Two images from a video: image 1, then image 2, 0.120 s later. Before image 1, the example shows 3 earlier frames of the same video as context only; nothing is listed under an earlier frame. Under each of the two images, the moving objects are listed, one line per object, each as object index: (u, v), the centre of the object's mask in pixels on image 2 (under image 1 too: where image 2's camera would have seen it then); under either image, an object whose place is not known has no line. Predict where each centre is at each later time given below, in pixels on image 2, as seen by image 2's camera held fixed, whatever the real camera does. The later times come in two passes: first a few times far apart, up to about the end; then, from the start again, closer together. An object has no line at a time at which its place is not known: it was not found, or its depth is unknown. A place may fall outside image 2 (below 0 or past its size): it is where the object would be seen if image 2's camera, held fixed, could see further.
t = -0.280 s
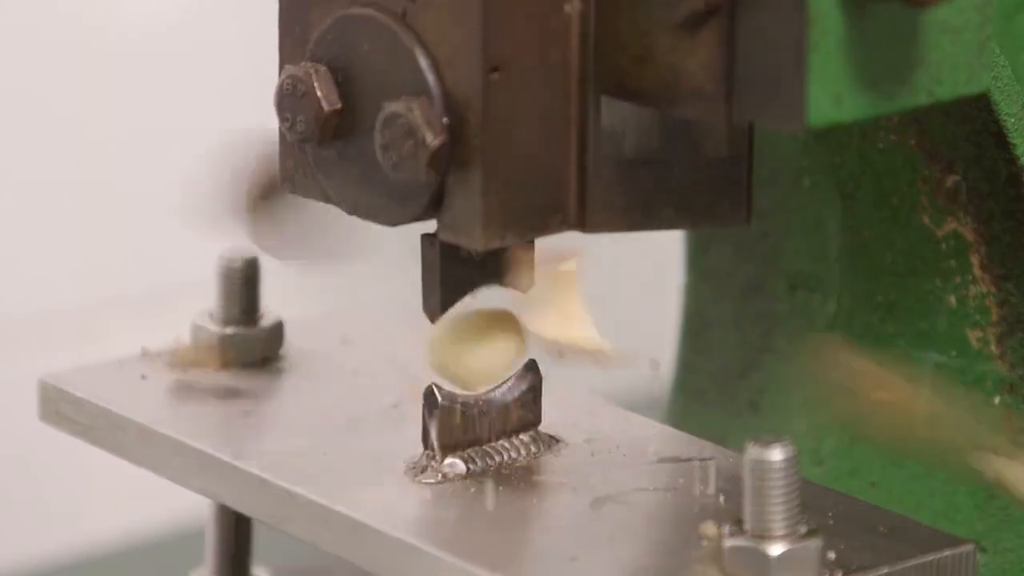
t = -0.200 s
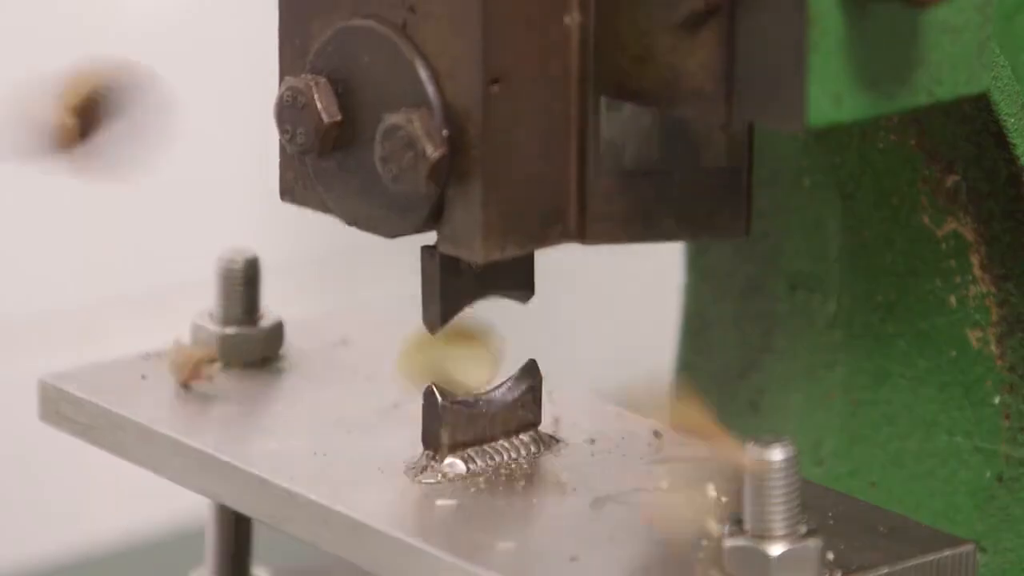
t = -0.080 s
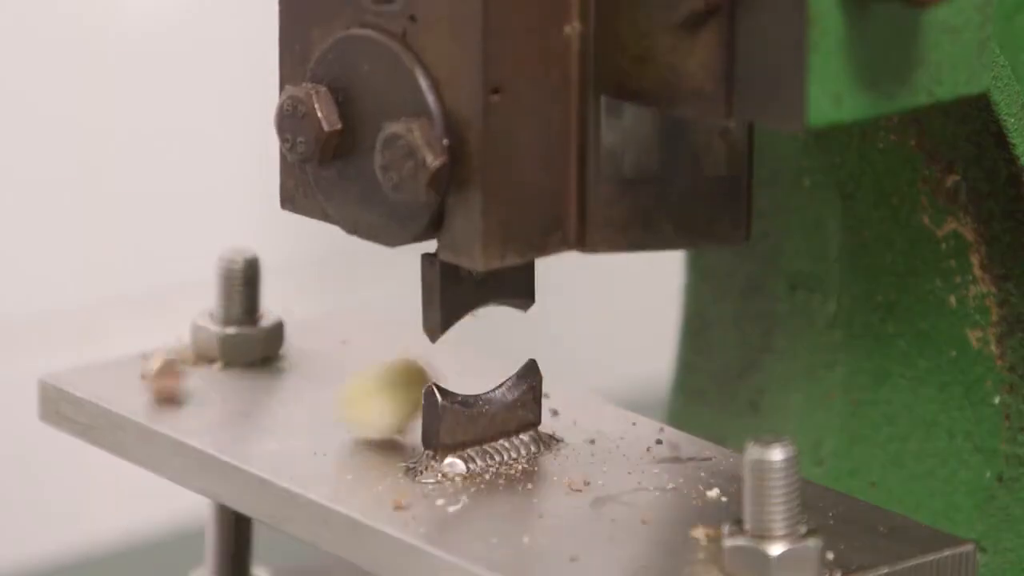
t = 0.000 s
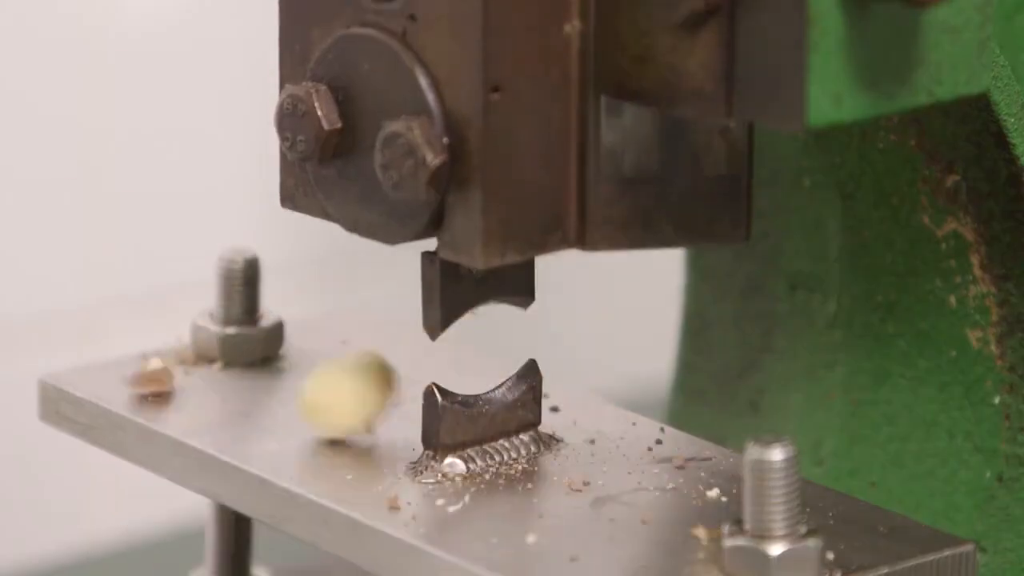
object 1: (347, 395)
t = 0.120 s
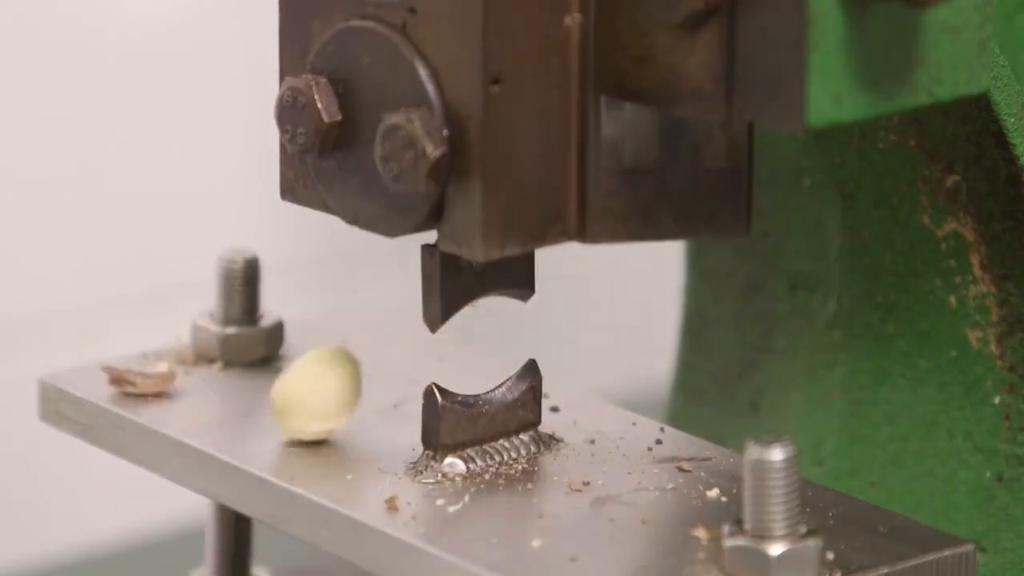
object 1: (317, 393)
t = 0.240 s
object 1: (301, 395)
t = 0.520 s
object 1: (285, 426)
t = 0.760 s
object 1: (299, 431)
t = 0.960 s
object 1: (291, 432)
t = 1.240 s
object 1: (298, 431)
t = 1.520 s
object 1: (297, 431)
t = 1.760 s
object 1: (295, 431)
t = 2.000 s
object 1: (294, 431)
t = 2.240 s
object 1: (294, 431)
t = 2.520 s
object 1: (294, 431)
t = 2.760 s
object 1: (294, 431)
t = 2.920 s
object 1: (294, 432)
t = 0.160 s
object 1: (309, 393)
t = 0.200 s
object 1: (304, 393)
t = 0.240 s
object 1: (301, 395)
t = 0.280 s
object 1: (300, 398)
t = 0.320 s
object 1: (298, 403)
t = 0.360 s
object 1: (295, 410)
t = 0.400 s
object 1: (290, 416)
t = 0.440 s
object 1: (290, 421)
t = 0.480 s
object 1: (287, 424)
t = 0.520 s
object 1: (285, 426)
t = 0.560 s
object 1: (284, 429)
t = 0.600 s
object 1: (286, 431)
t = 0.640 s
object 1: (288, 433)
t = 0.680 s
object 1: (291, 432)
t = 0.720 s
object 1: (295, 432)
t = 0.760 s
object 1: (299, 431)
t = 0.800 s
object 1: (302, 430)
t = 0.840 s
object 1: (301, 430)
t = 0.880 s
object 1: (297, 431)
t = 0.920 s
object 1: (293, 432)
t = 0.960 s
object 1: (291, 432)
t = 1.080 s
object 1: (294, 432)
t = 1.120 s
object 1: (297, 431)
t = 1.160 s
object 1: (299, 431)
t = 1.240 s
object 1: (298, 431)
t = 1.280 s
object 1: (295, 431)
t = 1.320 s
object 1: (293, 432)
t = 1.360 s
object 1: (292, 432)
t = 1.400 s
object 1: (293, 432)
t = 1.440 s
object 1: (295, 431)
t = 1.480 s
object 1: (296, 431)
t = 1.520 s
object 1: (297, 431)
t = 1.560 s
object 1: (296, 431)
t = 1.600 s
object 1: (295, 431)
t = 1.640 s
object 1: (293, 432)
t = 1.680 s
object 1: (292, 432)
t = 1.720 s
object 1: (293, 432)
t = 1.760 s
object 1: (295, 431)
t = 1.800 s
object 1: (295, 431)
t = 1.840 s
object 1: (295, 431)
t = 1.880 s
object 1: (294, 431)
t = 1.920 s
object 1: (293, 432)
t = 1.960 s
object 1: (293, 432)
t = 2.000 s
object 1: (294, 431)
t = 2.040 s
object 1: (295, 431)
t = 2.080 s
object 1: (295, 431)
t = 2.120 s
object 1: (294, 431)
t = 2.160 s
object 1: (294, 432)
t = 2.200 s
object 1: (294, 432)
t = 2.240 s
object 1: (294, 431)
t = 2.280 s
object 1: (294, 431)
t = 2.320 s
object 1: (294, 431)
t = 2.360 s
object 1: (294, 431)
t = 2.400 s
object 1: (294, 432)
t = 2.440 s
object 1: (294, 431)
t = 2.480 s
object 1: (294, 431)
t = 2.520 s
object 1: (294, 431)
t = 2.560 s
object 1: (294, 431)
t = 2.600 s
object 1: (294, 431)
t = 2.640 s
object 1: (294, 431)
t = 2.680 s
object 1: (294, 431)
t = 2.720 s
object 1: (294, 431)
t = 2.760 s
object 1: (294, 431)
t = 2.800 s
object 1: (294, 431)
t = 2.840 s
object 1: (294, 432)
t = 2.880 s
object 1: (294, 432)
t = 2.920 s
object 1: (294, 432)
